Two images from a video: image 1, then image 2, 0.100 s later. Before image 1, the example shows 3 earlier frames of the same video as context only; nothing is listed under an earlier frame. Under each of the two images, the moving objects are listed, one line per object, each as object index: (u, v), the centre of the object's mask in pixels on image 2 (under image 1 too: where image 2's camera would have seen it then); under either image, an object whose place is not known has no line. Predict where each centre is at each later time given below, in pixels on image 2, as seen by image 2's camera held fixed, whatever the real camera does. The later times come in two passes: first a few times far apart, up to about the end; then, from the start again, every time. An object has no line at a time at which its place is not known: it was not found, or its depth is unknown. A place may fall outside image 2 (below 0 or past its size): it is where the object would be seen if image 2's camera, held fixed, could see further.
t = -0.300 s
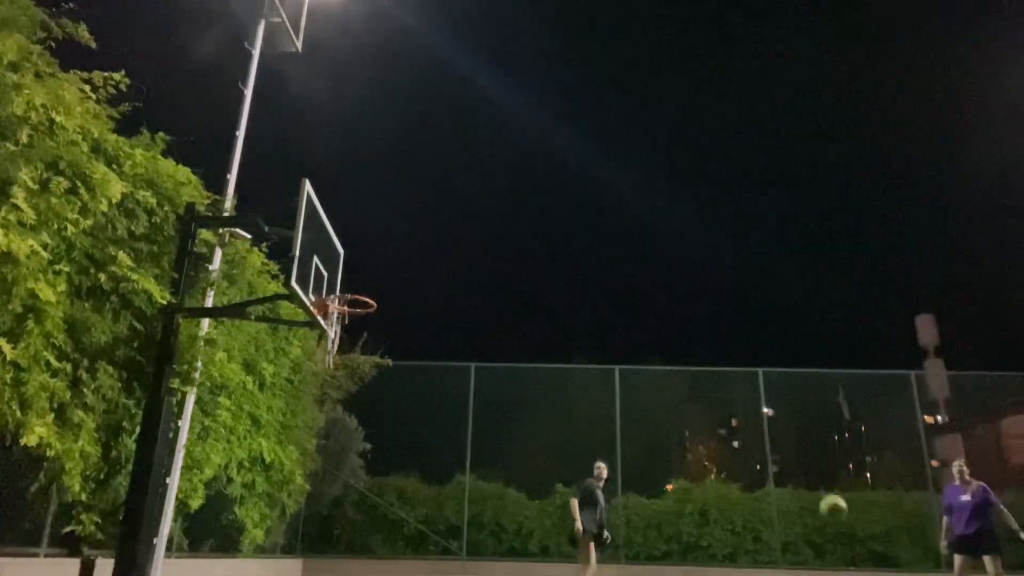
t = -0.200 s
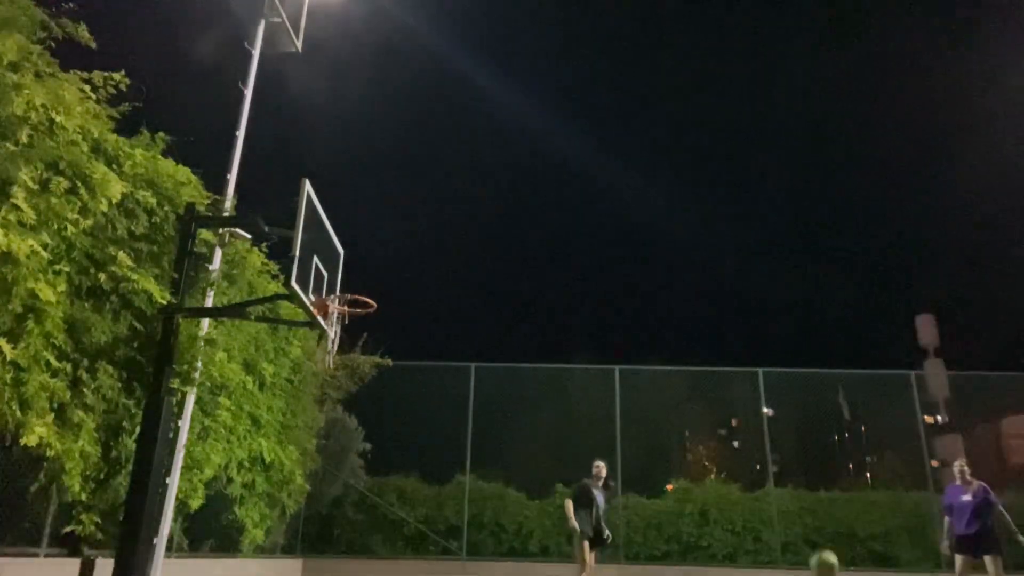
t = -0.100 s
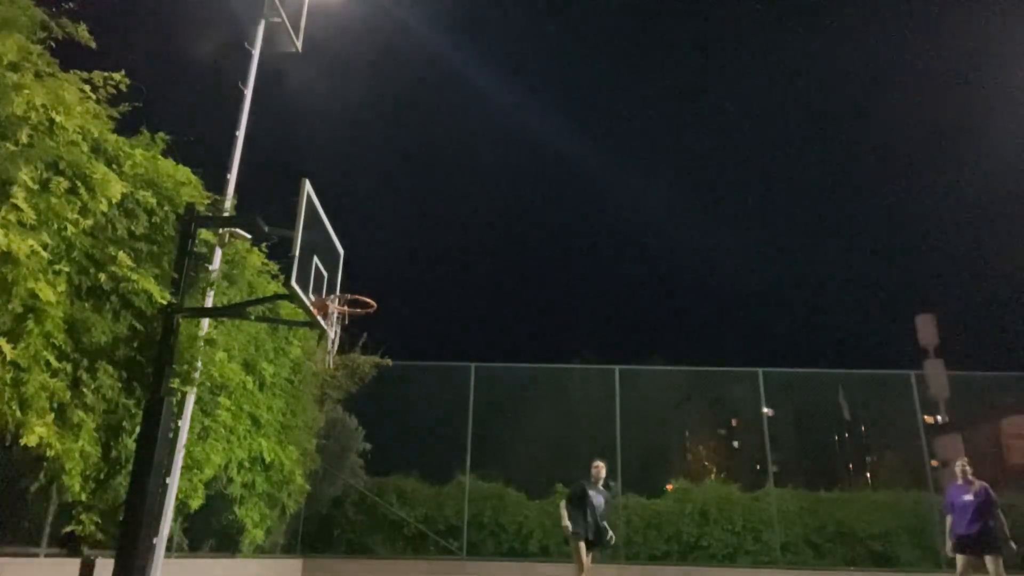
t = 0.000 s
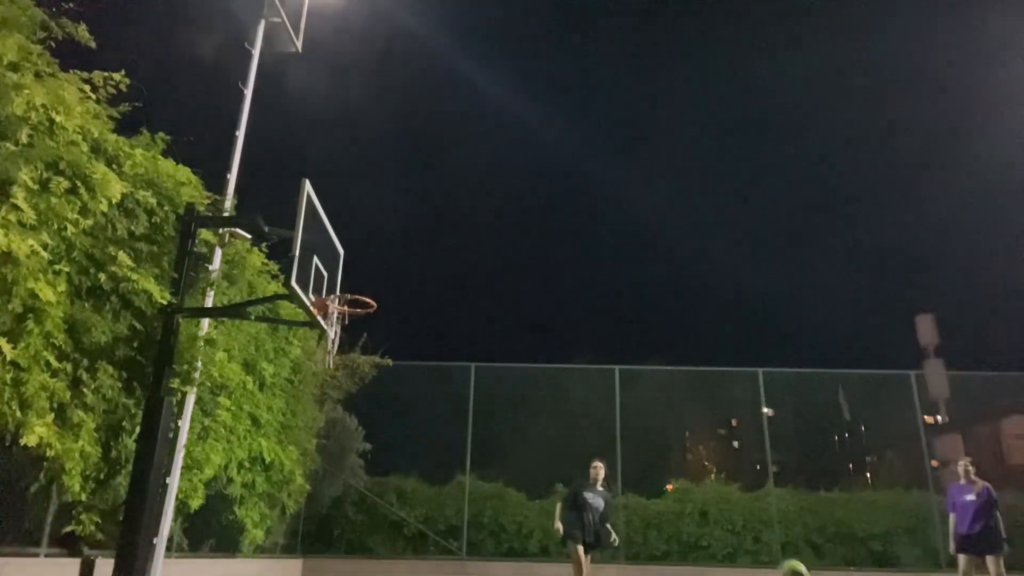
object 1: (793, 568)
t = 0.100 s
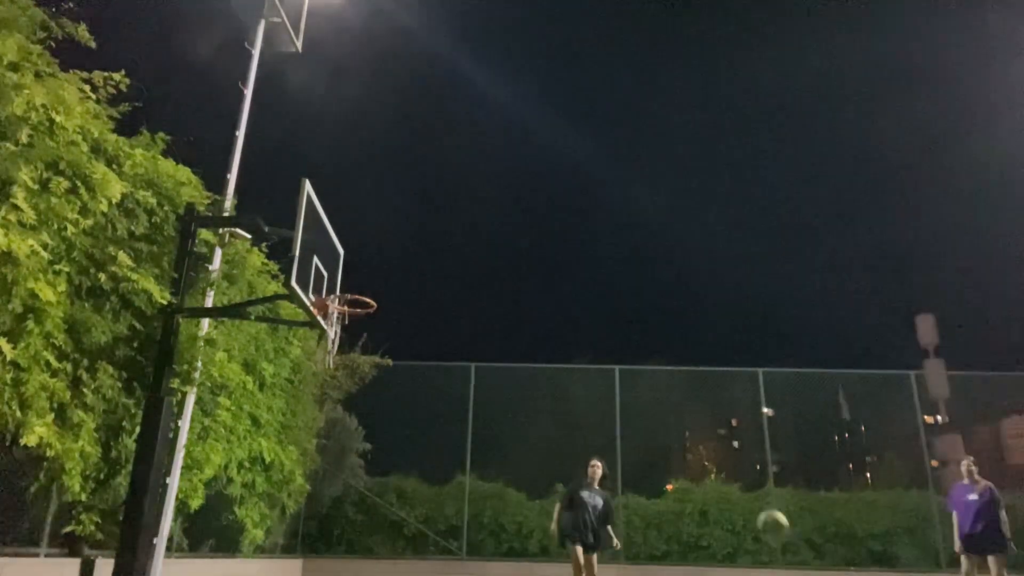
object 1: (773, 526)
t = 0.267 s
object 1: (741, 471)
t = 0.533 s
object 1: (692, 465)
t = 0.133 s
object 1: (766, 506)
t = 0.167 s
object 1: (761, 494)
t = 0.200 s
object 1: (753, 485)
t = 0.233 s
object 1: (748, 475)
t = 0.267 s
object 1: (741, 471)
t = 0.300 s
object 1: (733, 466)
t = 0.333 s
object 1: (728, 463)
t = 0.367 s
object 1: (722, 456)
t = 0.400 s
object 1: (716, 455)
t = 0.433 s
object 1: (710, 456)
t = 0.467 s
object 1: (705, 456)
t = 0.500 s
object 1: (698, 462)
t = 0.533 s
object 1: (692, 465)
